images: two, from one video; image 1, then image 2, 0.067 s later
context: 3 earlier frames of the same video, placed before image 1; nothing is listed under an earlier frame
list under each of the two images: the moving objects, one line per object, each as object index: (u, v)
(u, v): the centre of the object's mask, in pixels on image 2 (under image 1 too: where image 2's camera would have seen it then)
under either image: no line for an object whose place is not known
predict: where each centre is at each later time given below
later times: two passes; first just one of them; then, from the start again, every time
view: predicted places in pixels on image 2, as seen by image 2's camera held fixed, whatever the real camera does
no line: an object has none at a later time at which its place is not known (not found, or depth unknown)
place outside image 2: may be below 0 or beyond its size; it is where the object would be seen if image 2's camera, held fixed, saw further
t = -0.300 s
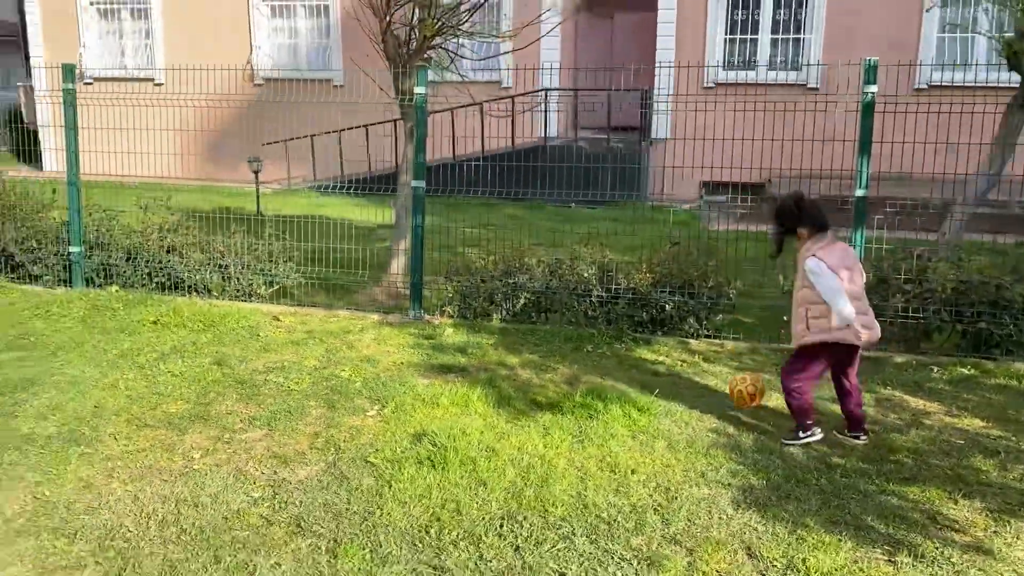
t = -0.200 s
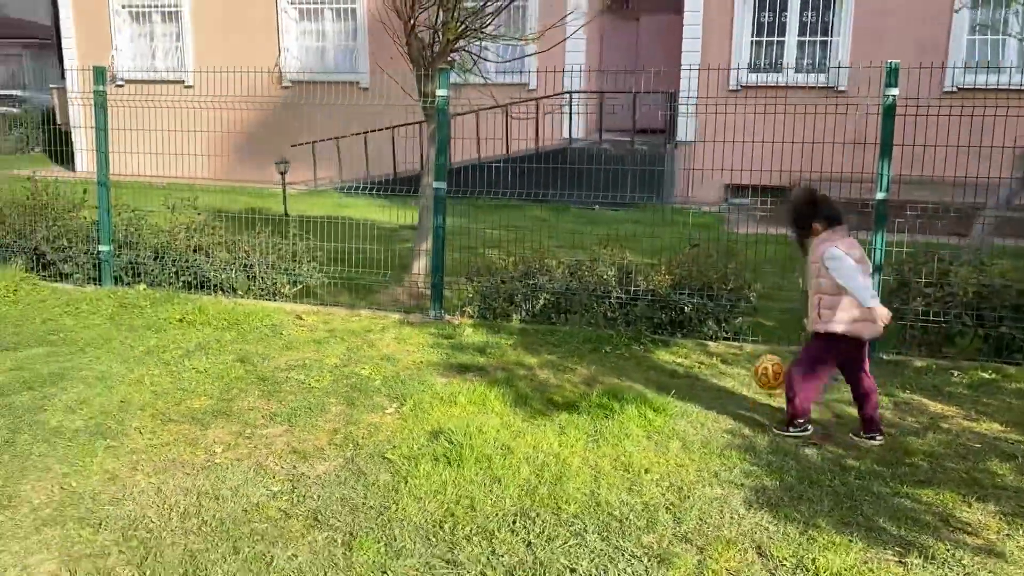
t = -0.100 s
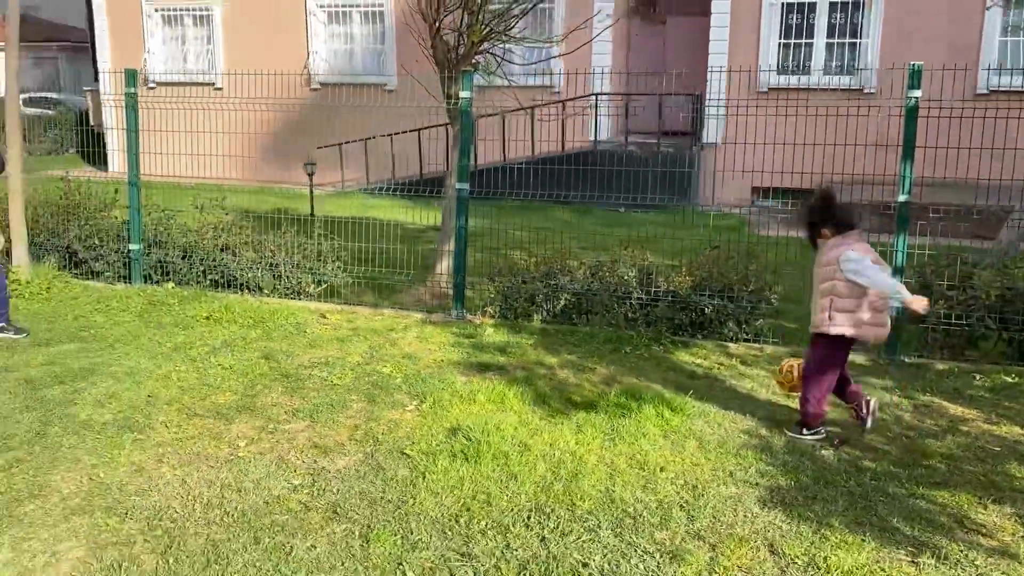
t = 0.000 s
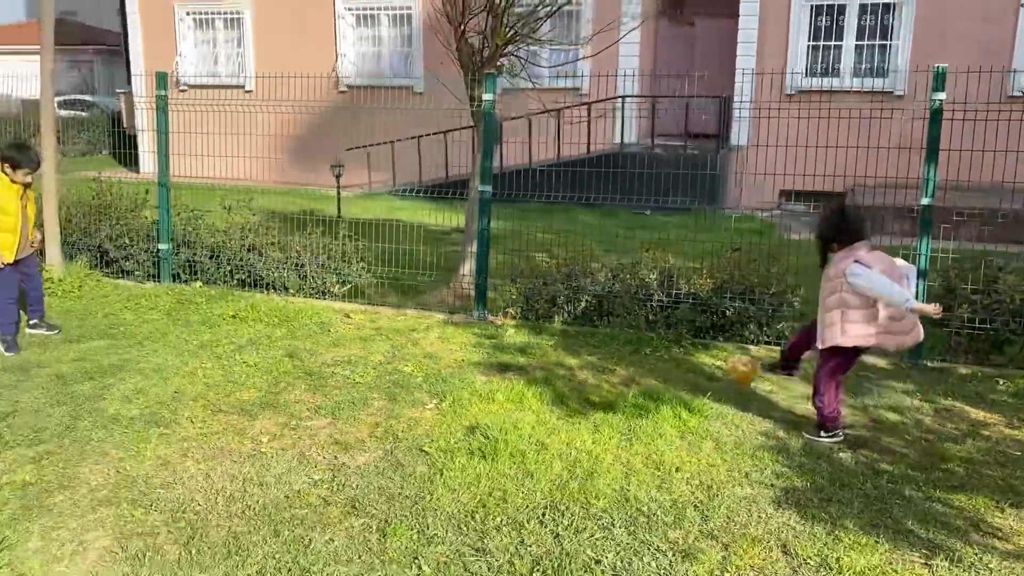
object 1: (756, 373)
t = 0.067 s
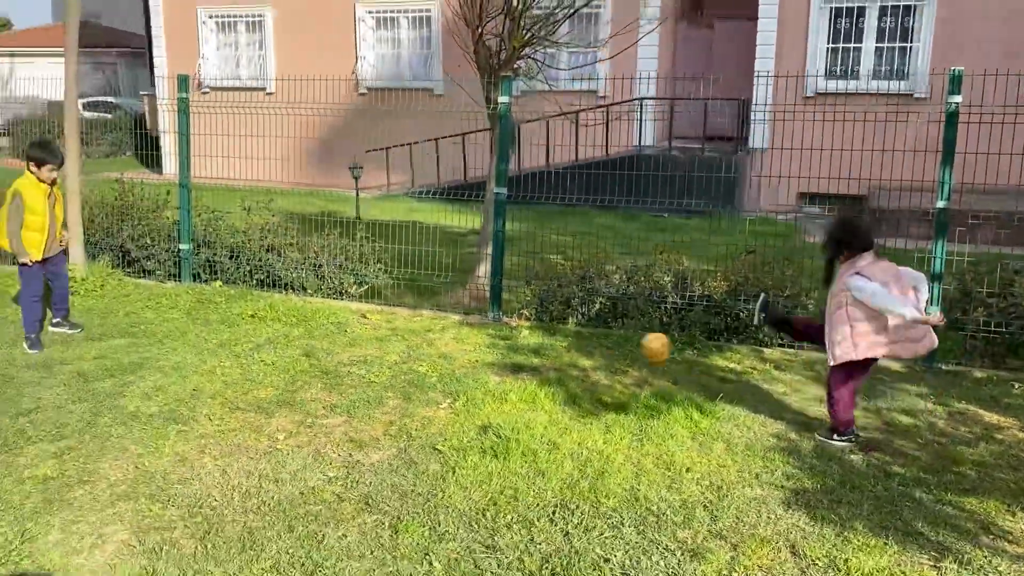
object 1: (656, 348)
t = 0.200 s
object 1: (511, 328)
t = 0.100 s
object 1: (614, 339)
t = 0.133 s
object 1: (577, 334)
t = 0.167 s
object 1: (542, 330)
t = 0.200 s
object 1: (511, 328)
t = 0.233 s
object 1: (488, 324)
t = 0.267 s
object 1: (467, 317)
